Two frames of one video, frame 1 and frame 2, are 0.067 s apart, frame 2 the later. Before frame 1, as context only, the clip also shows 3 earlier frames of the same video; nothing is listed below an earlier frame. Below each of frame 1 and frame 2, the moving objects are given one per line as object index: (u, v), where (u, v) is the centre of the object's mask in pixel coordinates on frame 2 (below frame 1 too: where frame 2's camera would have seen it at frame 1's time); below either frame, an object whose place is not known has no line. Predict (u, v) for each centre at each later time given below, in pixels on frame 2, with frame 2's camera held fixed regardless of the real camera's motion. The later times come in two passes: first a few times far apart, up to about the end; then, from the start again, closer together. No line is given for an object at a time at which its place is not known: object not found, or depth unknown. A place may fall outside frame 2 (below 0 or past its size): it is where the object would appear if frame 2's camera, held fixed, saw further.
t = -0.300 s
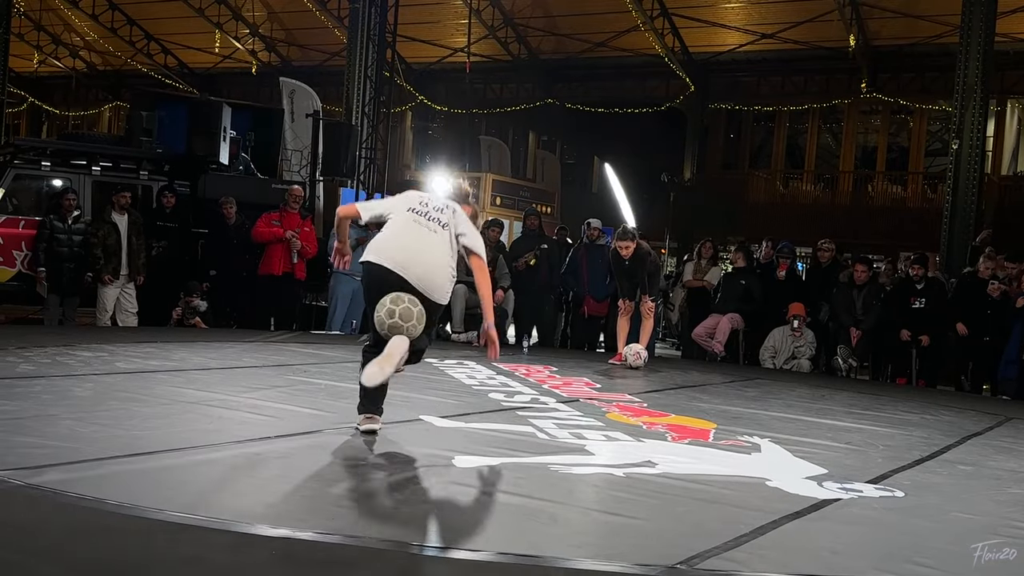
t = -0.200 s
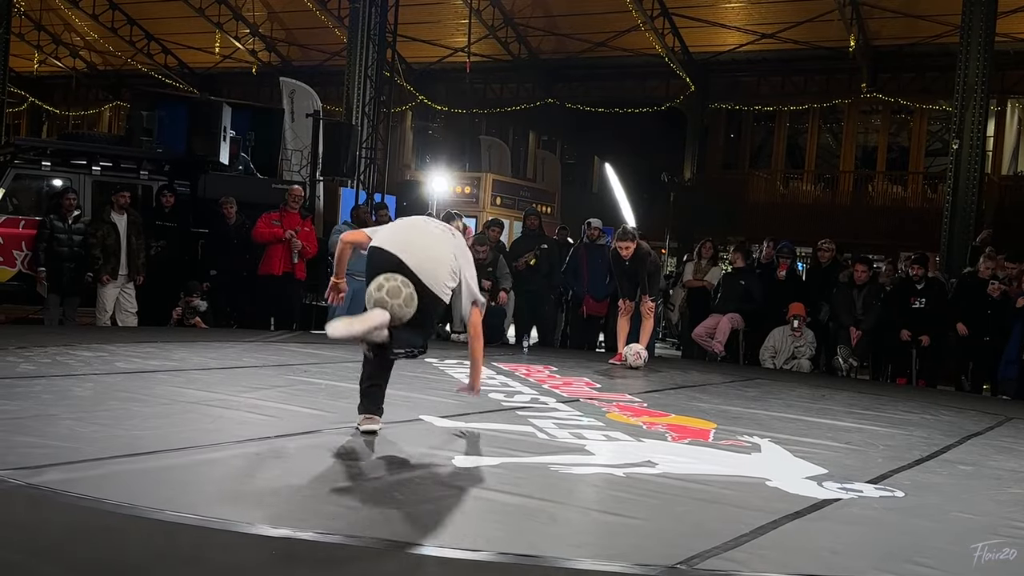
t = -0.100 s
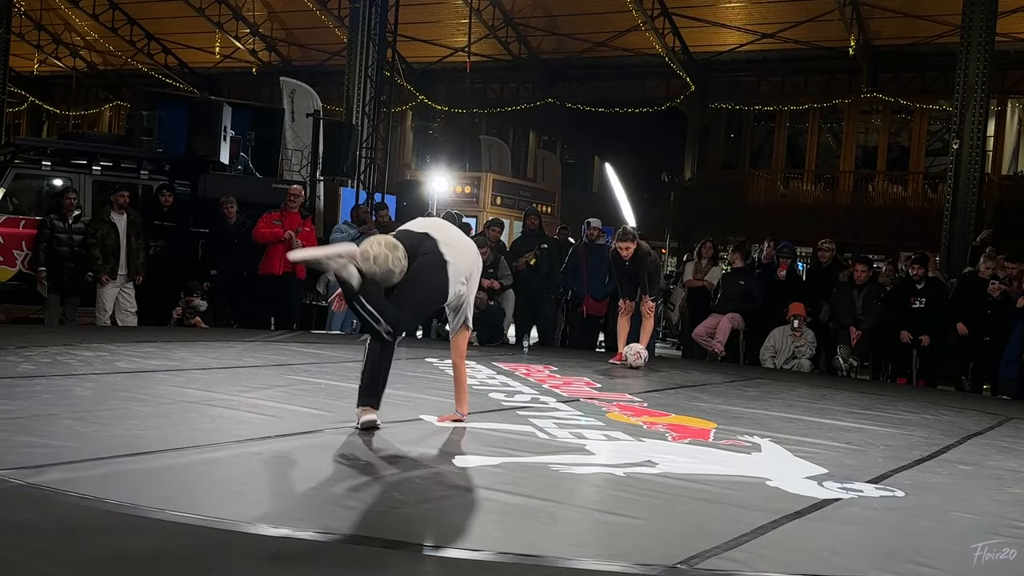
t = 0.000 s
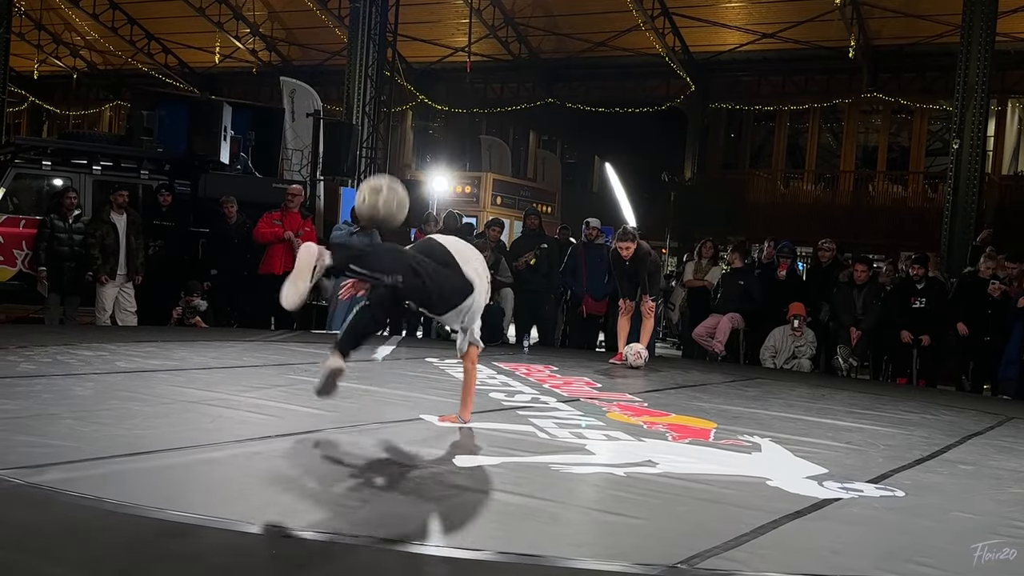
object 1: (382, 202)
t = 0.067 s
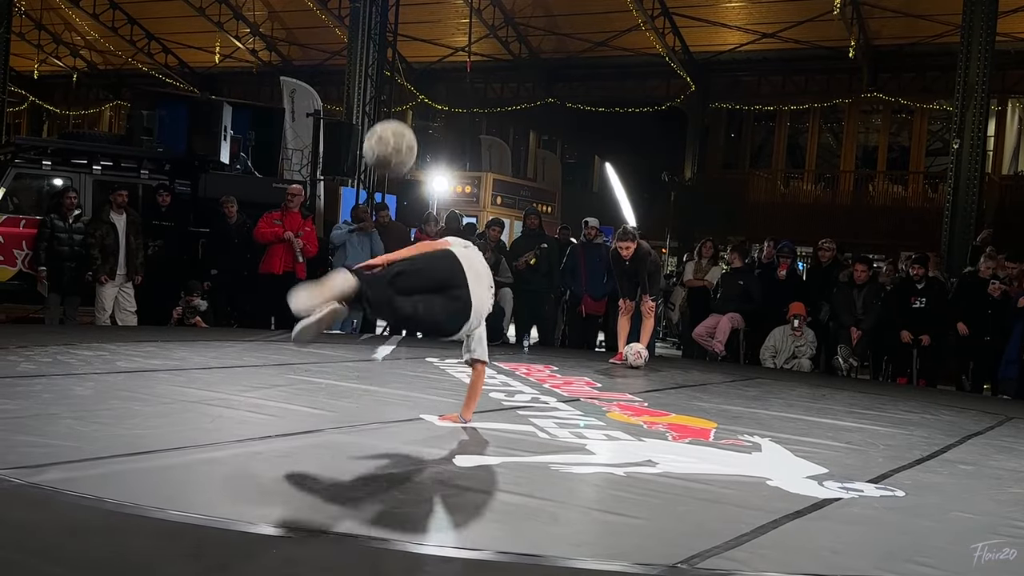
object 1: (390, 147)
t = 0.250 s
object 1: (408, 52)
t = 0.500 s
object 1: (422, 50)
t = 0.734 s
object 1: (425, 176)
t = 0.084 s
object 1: (392, 135)
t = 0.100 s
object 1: (394, 125)
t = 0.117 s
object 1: (396, 114)
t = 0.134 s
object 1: (397, 104)
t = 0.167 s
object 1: (401, 86)
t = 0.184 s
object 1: (402, 78)
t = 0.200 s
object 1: (404, 70)
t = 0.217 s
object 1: (405, 63)
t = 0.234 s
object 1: (406, 57)
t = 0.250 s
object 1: (408, 52)
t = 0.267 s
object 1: (409, 47)
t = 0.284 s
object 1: (410, 43)
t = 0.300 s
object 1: (411, 40)
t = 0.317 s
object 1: (412, 37)
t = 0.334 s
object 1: (413, 35)
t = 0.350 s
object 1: (414, 34)
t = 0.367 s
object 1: (415, 33)
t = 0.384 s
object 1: (416, 33)
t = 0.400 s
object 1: (417, 34)
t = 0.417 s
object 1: (418, 35)
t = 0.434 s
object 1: (419, 37)
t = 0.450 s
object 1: (420, 39)
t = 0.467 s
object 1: (420, 42)
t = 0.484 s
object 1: (421, 46)
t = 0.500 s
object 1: (422, 50)
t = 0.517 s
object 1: (423, 55)
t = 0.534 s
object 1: (423, 61)
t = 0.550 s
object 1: (423, 67)
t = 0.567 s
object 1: (424, 73)
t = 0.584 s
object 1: (424, 81)
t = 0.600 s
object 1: (425, 89)
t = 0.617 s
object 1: (425, 98)
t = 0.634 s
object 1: (425, 108)
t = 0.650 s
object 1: (425, 118)
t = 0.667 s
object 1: (425, 128)
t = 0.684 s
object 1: (425, 139)
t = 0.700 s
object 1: (425, 150)
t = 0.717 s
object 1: (425, 163)
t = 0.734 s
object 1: (425, 176)
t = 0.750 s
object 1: (425, 191)
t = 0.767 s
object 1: (425, 205)
